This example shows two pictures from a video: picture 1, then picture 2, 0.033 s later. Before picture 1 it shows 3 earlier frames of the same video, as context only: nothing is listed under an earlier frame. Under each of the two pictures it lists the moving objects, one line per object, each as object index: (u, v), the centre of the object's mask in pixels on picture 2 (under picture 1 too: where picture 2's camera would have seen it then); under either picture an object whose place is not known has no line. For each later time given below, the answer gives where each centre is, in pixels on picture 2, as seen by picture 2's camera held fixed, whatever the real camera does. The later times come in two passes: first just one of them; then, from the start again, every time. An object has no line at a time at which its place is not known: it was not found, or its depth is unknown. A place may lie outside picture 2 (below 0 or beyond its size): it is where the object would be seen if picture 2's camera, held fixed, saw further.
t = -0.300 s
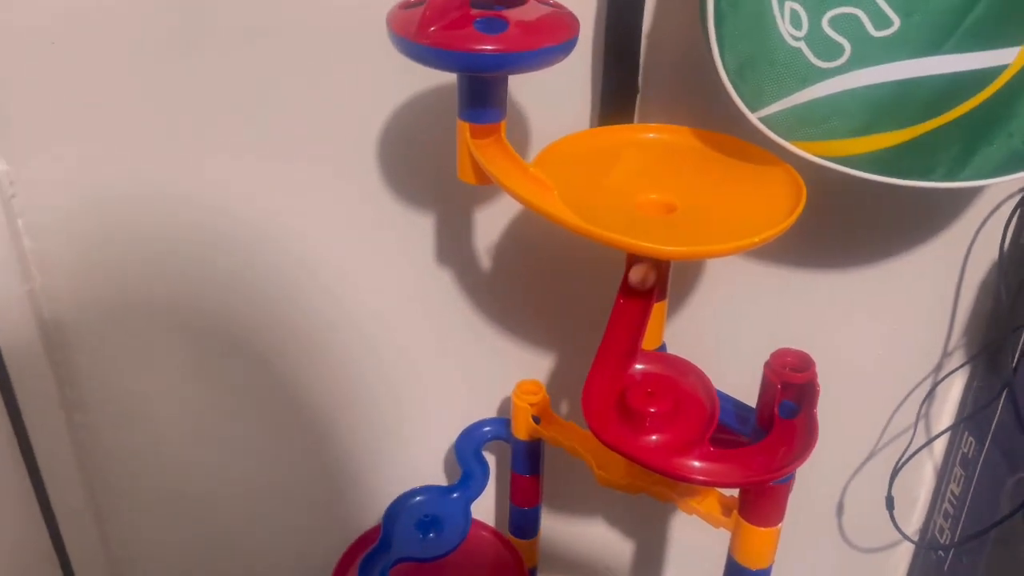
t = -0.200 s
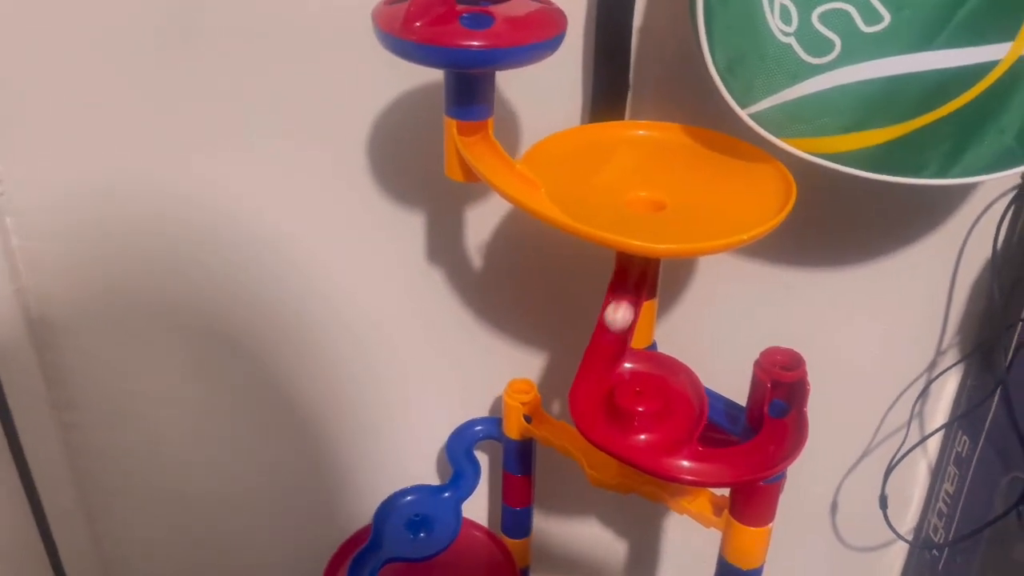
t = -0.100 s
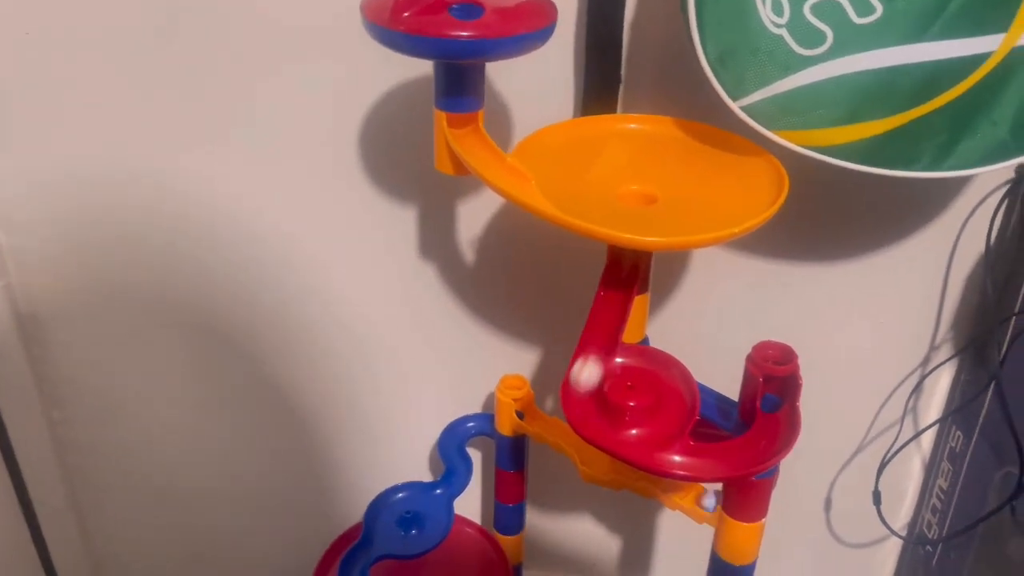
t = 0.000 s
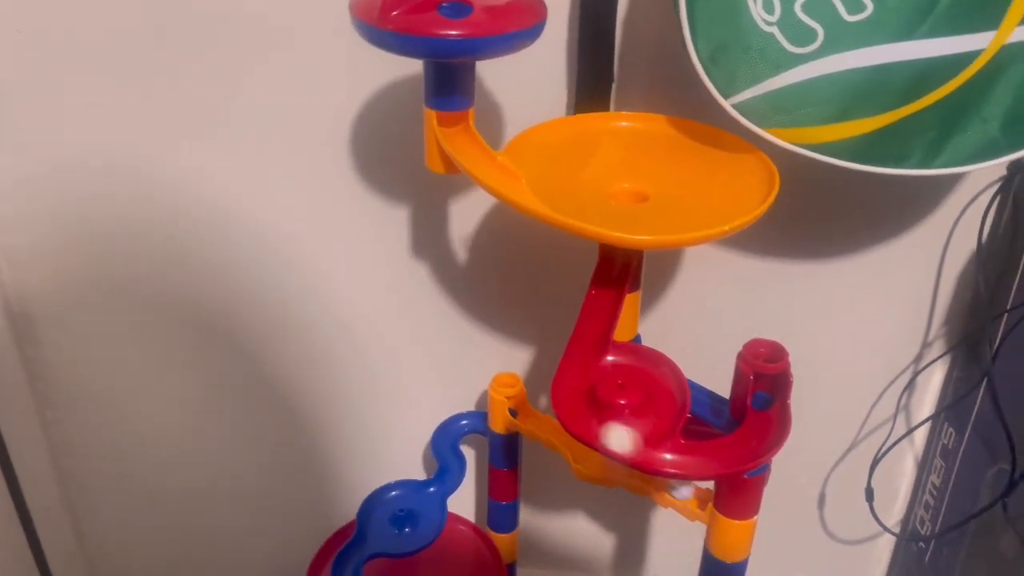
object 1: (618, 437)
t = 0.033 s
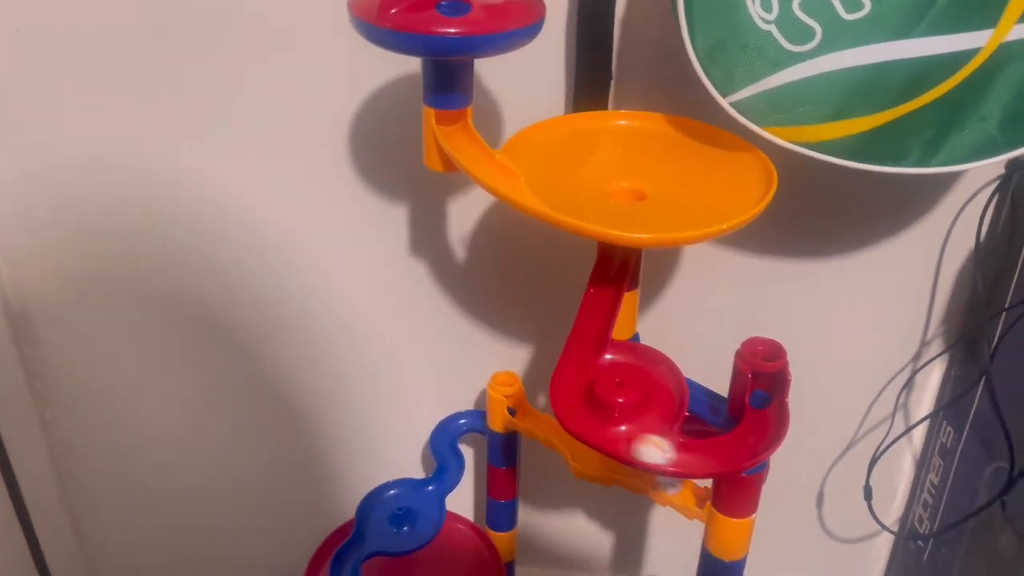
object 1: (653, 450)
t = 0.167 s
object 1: (764, 428)
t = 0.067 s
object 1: (690, 454)
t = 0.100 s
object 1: (723, 452)
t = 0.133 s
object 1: (748, 443)
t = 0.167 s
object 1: (764, 428)
